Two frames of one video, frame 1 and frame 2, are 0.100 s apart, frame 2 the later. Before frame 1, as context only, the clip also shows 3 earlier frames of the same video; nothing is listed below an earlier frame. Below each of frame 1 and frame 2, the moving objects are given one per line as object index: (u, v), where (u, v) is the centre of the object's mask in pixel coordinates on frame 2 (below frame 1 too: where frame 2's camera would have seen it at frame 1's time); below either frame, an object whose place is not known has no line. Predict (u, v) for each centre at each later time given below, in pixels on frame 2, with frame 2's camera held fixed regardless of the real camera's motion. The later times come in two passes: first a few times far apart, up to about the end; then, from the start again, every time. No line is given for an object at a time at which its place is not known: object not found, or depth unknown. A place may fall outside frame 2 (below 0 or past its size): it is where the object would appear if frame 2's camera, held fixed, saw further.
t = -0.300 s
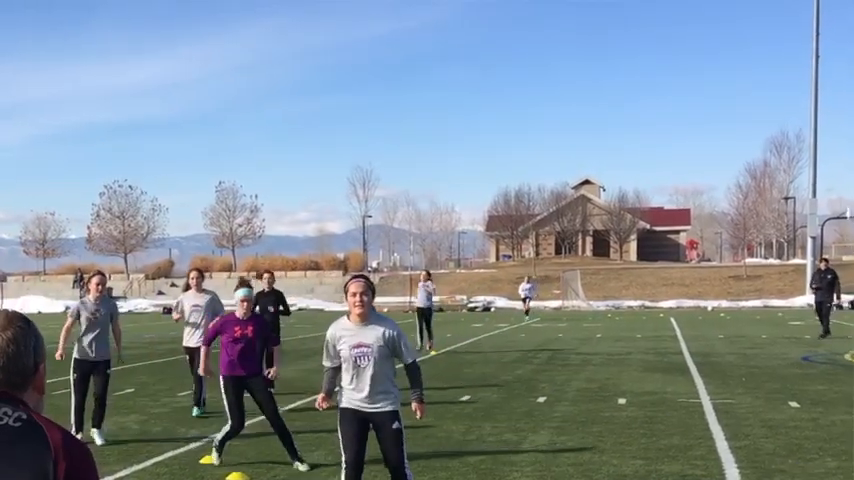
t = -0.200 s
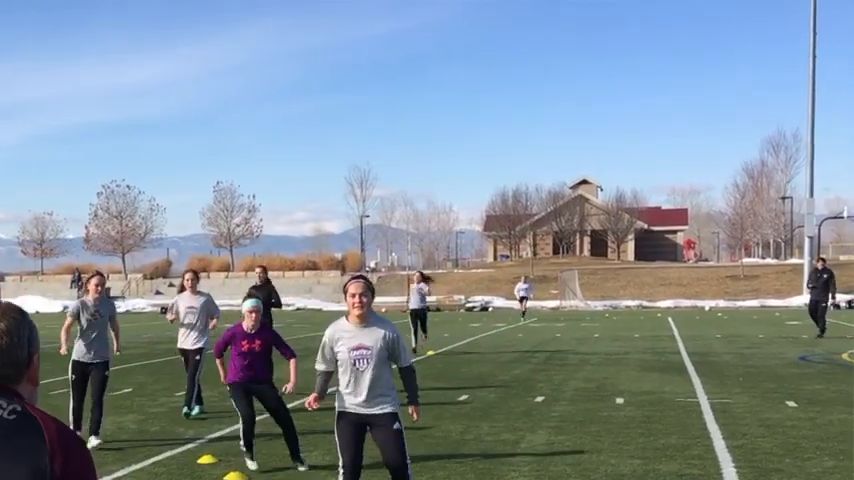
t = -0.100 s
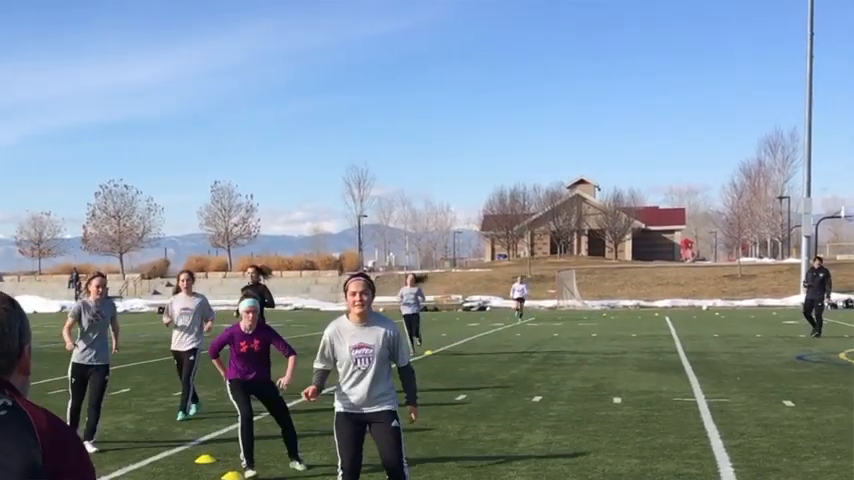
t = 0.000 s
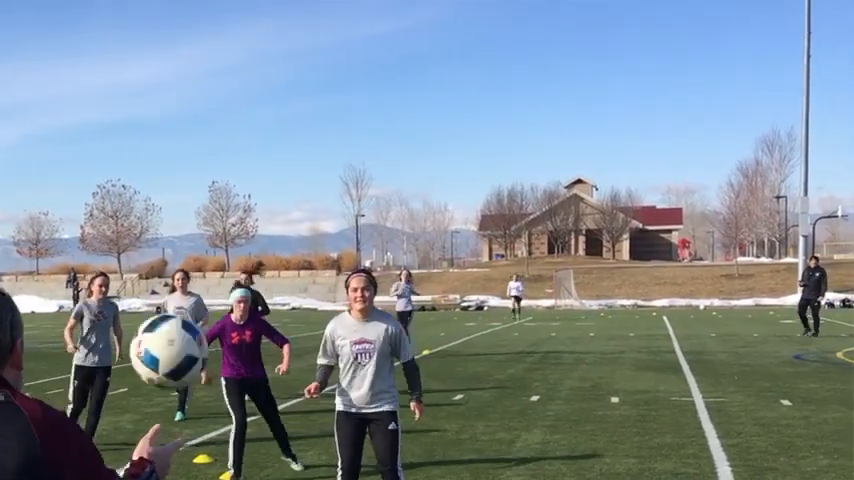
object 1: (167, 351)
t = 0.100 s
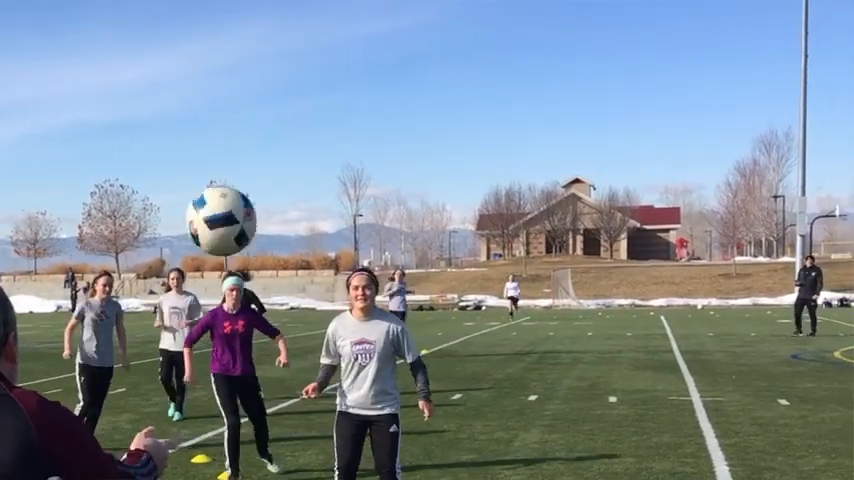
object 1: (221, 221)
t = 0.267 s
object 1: (292, 108)
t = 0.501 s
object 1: (365, 104)
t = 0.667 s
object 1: (405, 173)
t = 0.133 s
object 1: (237, 189)
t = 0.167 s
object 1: (252, 162)
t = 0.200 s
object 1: (266, 140)
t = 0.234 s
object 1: (279, 122)
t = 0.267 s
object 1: (292, 108)
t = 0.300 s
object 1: (304, 98)
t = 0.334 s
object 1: (315, 91)
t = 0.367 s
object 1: (326, 88)
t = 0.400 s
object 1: (337, 88)
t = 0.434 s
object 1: (347, 91)
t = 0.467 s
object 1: (356, 96)
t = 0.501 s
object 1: (365, 104)
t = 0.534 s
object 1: (374, 114)
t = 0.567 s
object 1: (382, 126)
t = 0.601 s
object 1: (390, 140)
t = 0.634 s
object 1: (398, 156)
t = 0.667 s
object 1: (405, 173)
